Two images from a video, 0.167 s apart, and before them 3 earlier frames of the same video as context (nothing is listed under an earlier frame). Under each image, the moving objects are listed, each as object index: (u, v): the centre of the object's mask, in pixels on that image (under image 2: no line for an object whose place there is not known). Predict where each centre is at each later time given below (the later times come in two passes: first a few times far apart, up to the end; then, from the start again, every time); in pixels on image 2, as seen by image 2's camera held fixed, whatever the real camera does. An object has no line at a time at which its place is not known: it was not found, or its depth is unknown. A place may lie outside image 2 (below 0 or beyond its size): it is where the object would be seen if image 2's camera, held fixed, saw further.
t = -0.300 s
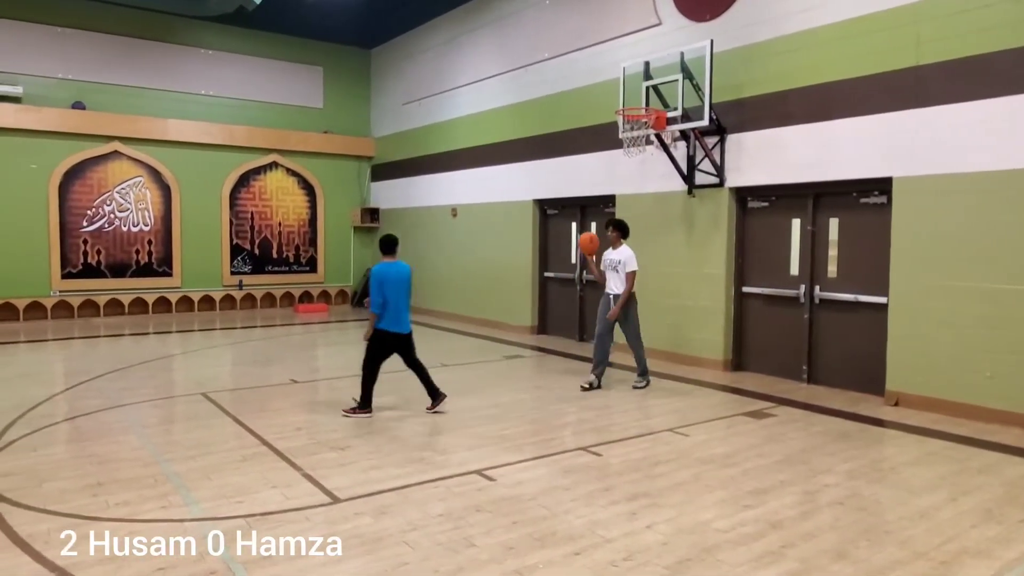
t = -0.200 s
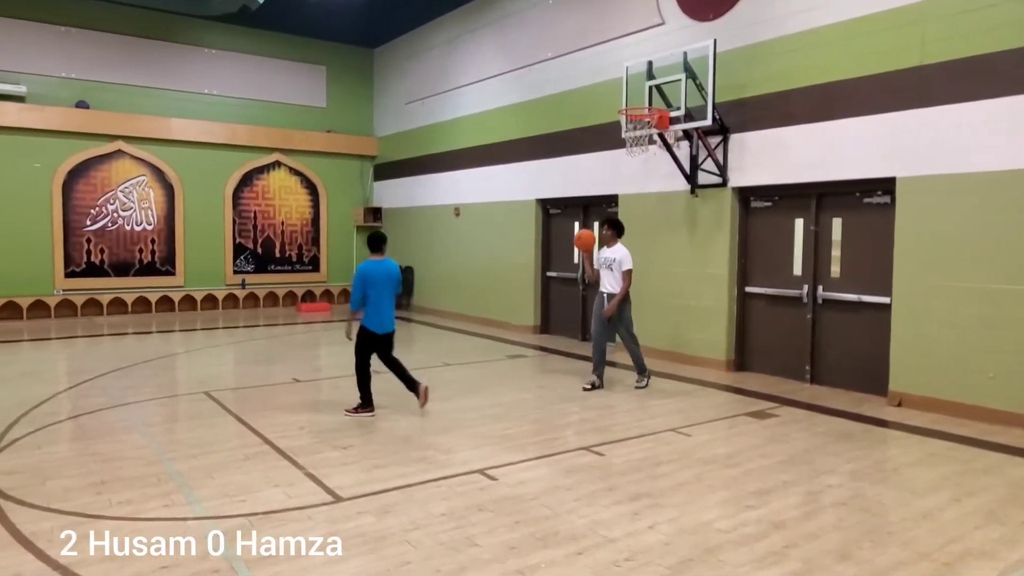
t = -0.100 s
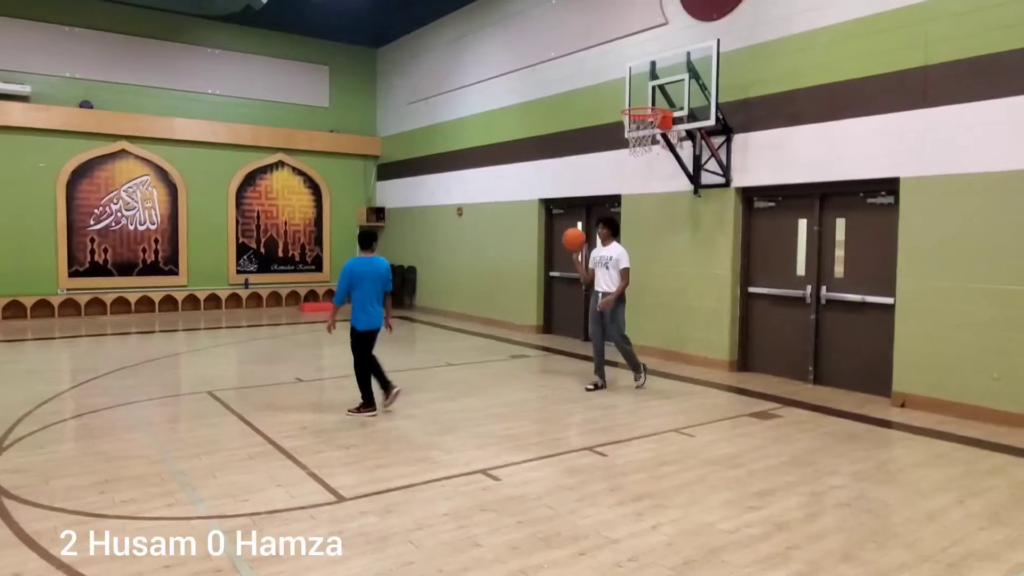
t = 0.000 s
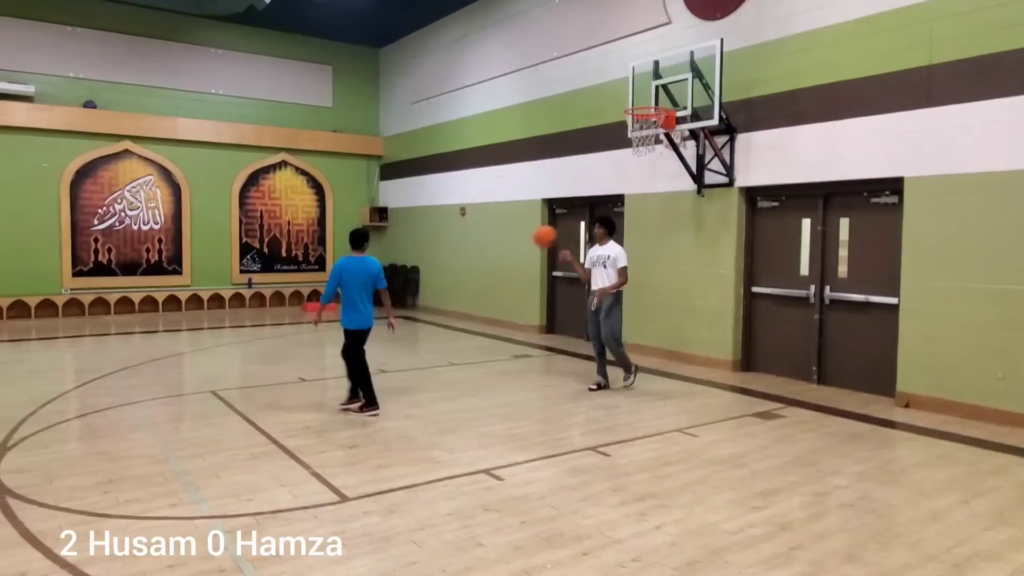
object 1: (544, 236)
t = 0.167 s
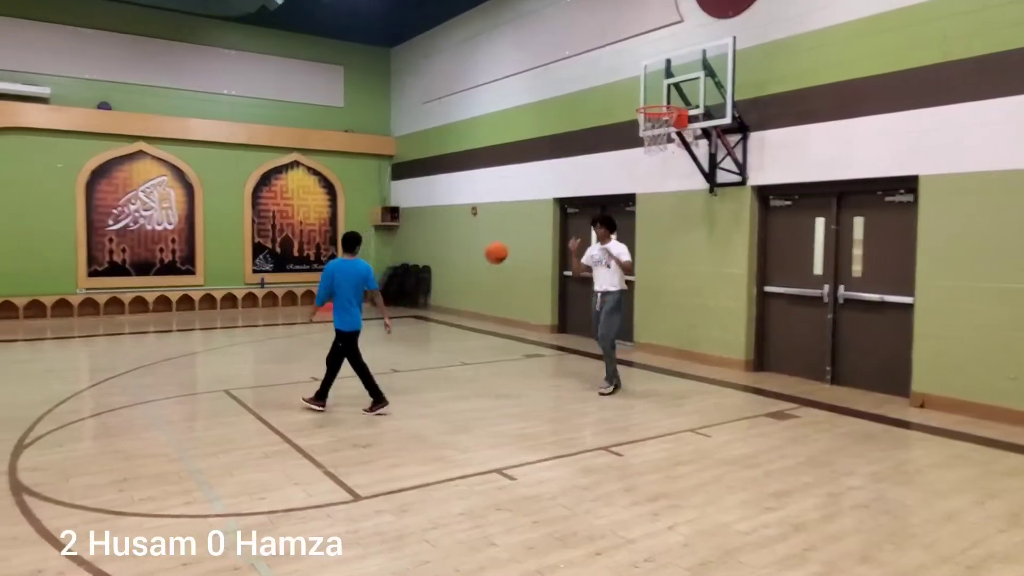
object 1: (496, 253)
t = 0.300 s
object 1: (447, 286)
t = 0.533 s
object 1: (360, 385)
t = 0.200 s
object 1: (484, 259)
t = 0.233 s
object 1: (472, 267)
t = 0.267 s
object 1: (460, 276)
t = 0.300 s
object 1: (447, 286)
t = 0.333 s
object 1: (434, 296)
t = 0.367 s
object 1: (423, 309)
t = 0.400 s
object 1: (410, 321)
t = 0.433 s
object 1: (397, 336)
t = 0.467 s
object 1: (384, 353)
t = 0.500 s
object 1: (372, 369)
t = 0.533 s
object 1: (360, 385)
